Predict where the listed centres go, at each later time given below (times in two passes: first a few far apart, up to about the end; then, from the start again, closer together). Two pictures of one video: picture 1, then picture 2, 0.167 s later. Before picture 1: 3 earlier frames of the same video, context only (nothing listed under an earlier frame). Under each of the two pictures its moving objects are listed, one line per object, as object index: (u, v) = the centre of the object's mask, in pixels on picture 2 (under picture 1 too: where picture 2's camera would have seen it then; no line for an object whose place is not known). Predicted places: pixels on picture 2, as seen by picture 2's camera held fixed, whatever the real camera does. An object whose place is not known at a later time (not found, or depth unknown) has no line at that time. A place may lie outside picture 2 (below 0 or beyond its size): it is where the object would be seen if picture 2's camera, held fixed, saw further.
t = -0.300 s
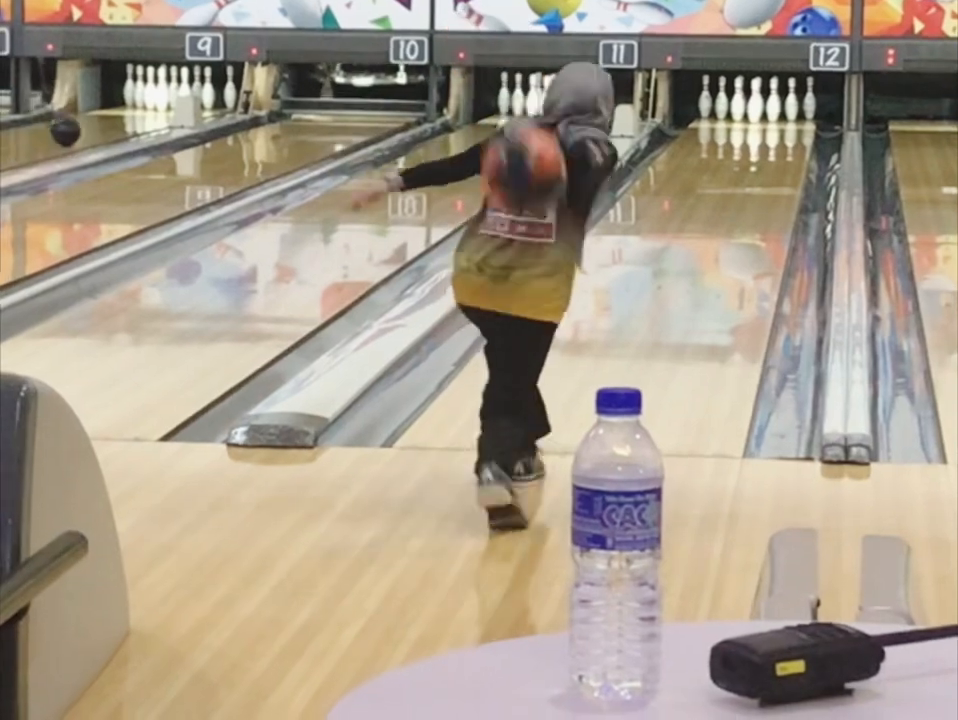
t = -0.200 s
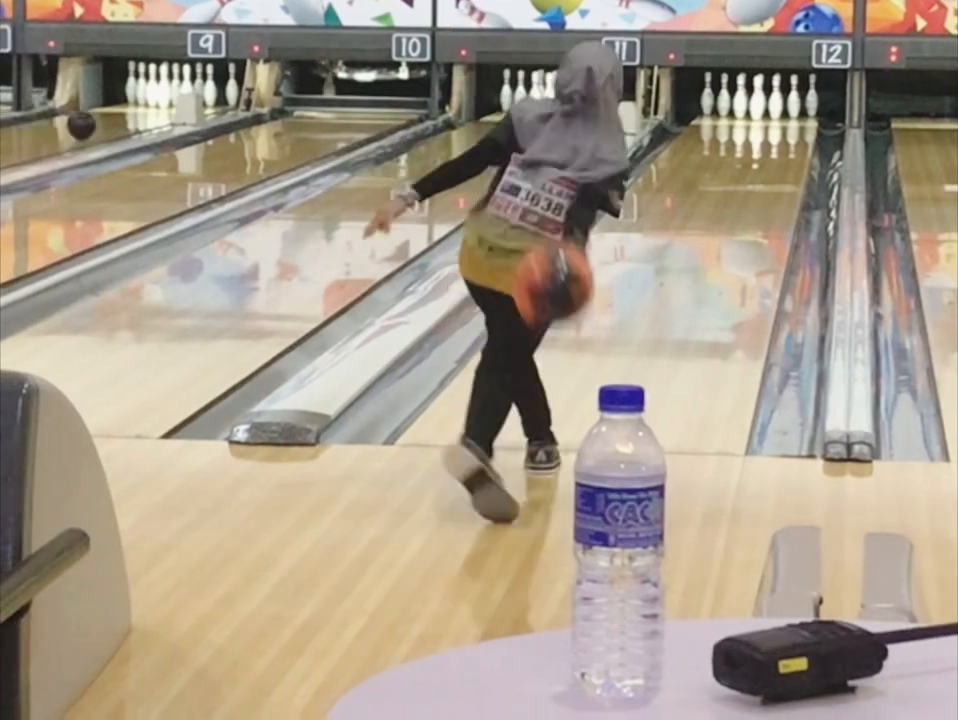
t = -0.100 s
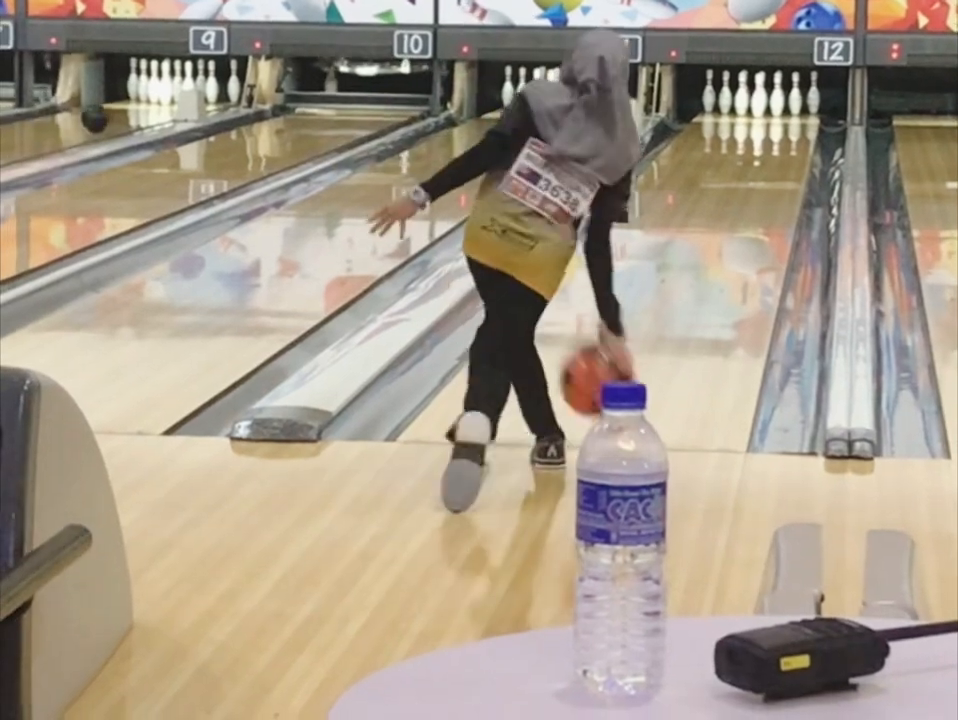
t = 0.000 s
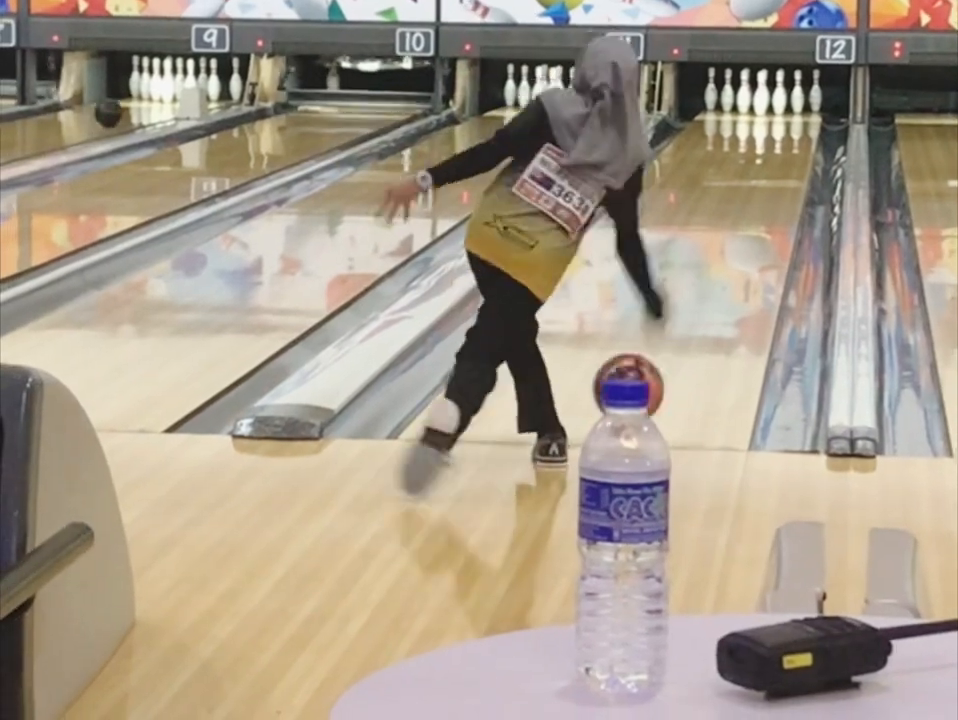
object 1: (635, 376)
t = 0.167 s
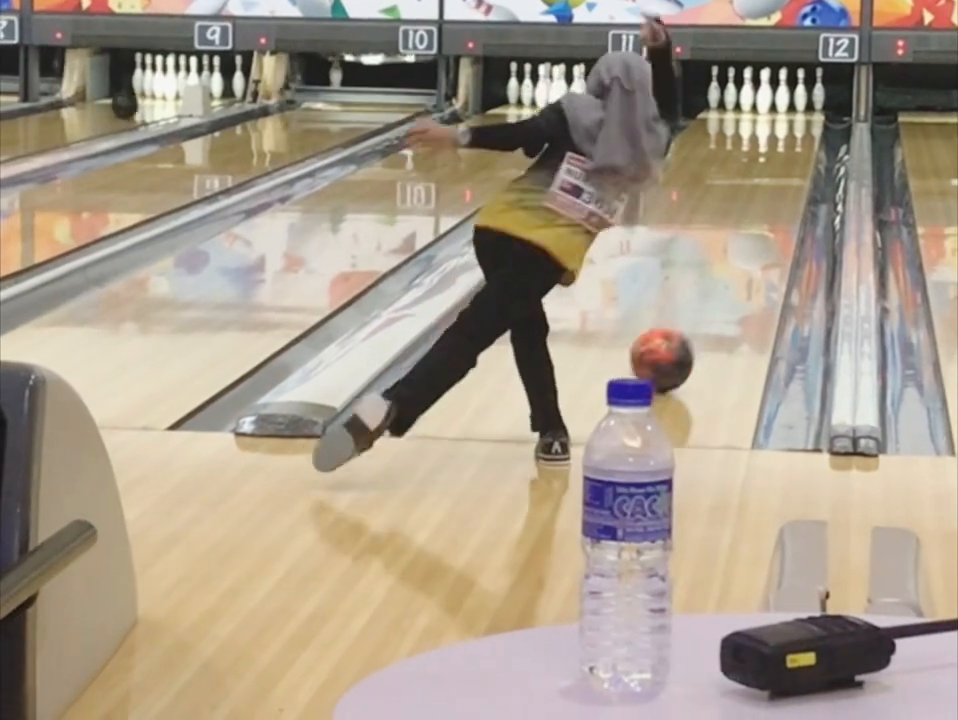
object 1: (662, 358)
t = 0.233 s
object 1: (672, 343)
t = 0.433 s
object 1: (699, 300)
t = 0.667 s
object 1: (722, 261)
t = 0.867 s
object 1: (739, 233)
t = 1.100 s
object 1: (754, 207)
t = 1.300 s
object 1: (765, 189)
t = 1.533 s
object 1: (774, 170)
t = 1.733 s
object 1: (782, 156)
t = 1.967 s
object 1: (787, 142)
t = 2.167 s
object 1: (792, 131)
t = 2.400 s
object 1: (794, 120)
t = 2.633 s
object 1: (792, 112)
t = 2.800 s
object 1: (788, 106)
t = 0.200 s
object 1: (667, 351)
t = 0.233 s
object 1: (672, 343)
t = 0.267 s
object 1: (677, 335)
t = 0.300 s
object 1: (681, 327)
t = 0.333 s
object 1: (686, 320)
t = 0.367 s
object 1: (690, 313)
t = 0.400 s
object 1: (694, 307)
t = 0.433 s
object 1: (699, 300)
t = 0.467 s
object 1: (702, 294)
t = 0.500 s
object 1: (706, 288)
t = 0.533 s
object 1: (710, 282)
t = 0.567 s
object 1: (713, 276)
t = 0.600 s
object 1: (716, 271)
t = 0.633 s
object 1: (719, 266)
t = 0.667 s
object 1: (722, 261)
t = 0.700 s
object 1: (725, 256)
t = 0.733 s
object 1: (728, 251)
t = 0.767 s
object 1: (731, 247)
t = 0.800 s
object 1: (734, 242)
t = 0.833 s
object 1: (736, 238)
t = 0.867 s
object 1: (739, 233)
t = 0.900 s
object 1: (741, 230)
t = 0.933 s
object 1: (744, 226)
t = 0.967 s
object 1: (746, 222)
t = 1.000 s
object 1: (748, 218)
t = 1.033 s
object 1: (750, 214)
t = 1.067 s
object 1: (752, 211)
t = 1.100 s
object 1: (754, 207)
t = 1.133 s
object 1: (756, 204)
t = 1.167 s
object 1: (757, 201)
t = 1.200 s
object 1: (759, 197)
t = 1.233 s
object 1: (761, 195)
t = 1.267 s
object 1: (763, 192)
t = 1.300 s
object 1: (765, 189)
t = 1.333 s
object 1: (766, 185)
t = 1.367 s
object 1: (768, 182)
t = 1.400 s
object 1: (769, 180)
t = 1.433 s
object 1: (770, 178)
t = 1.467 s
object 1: (771, 175)
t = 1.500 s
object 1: (773, 172)
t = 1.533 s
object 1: (774, 170)
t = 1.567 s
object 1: (775, 168)
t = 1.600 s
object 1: (777, 165)
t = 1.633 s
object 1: (779, 163)
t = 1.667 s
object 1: (780, 161)
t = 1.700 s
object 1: (780, 158)
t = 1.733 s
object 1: (782, 156)
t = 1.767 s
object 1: (783, 153)
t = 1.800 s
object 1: (784, 151)
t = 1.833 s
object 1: (784, 149)
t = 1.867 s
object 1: (784, 146)
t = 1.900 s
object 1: (786, 146)
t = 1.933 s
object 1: (787, 144)
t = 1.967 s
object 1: (787, 142)
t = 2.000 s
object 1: (788, 140)
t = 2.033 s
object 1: (789, 138)
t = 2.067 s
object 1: (790, 136)
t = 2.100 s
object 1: (791, 134)
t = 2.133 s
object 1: (792, 132)
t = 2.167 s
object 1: (792, 131)
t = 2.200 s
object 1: (792, 129)
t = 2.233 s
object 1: (793, 128)
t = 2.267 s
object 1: (794, 126)
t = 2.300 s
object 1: (795, 125)
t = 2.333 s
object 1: (794, 124)
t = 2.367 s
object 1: (794, 122)
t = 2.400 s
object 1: (794, 120)
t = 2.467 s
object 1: (794, 118)
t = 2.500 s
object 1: (794, 117)
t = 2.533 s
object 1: (794, 116)
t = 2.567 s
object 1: (793, 115)
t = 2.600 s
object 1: (793, 114)
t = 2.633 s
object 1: (792, 112)
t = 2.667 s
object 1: (791, 111)
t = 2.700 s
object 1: (791, 110)
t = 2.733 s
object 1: (790, 109)
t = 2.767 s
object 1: (788, 108)
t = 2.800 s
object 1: (788, 106)
